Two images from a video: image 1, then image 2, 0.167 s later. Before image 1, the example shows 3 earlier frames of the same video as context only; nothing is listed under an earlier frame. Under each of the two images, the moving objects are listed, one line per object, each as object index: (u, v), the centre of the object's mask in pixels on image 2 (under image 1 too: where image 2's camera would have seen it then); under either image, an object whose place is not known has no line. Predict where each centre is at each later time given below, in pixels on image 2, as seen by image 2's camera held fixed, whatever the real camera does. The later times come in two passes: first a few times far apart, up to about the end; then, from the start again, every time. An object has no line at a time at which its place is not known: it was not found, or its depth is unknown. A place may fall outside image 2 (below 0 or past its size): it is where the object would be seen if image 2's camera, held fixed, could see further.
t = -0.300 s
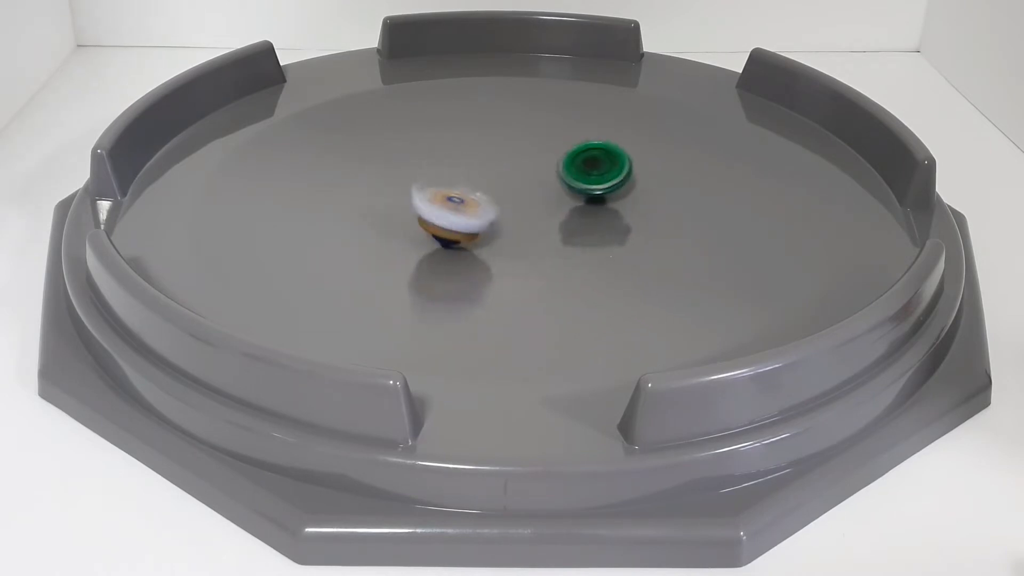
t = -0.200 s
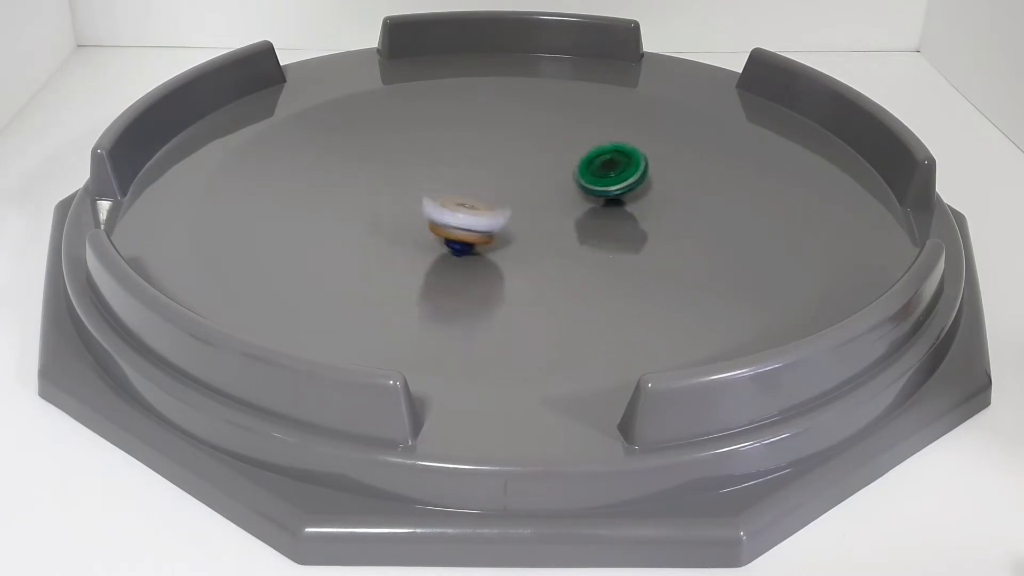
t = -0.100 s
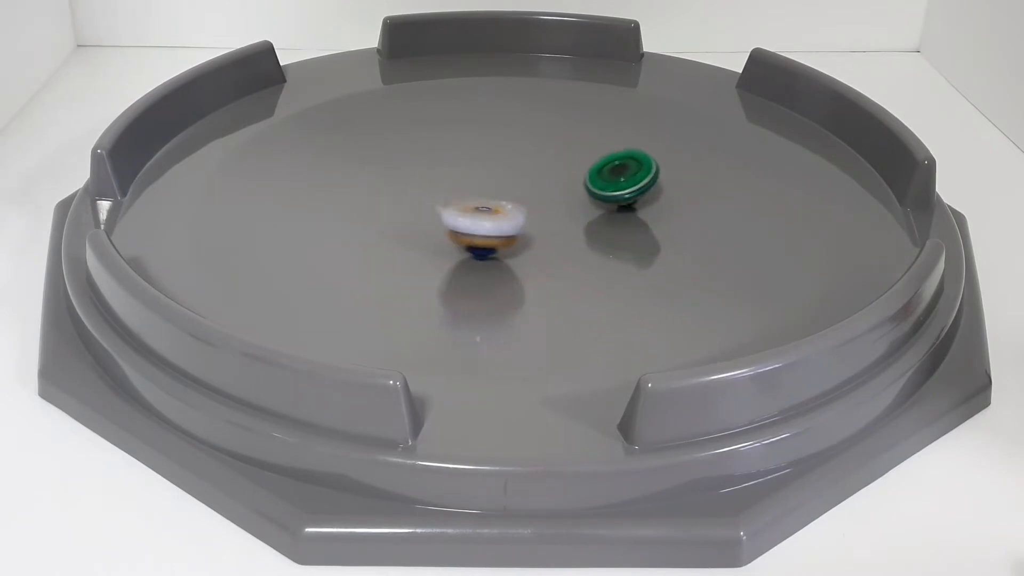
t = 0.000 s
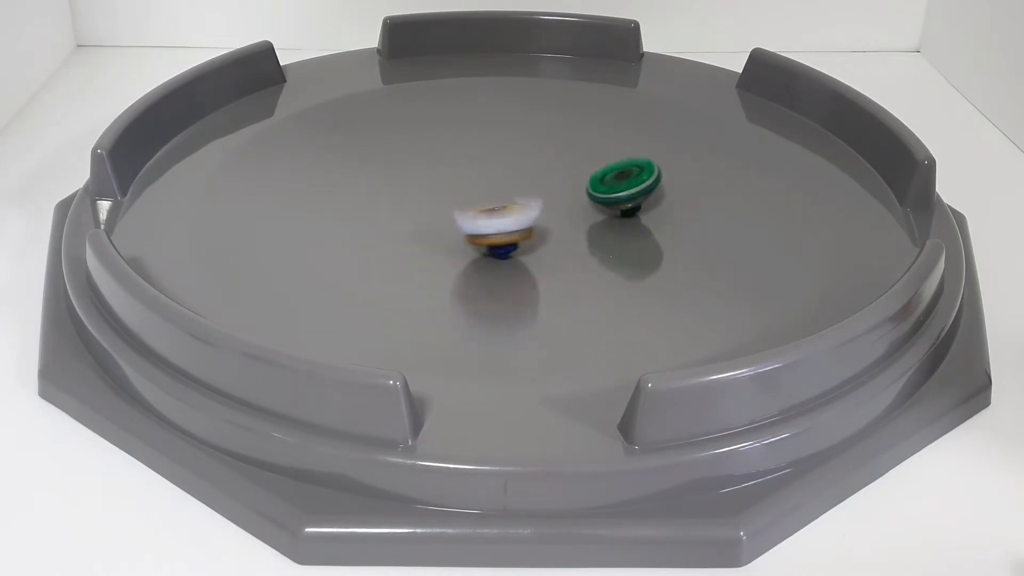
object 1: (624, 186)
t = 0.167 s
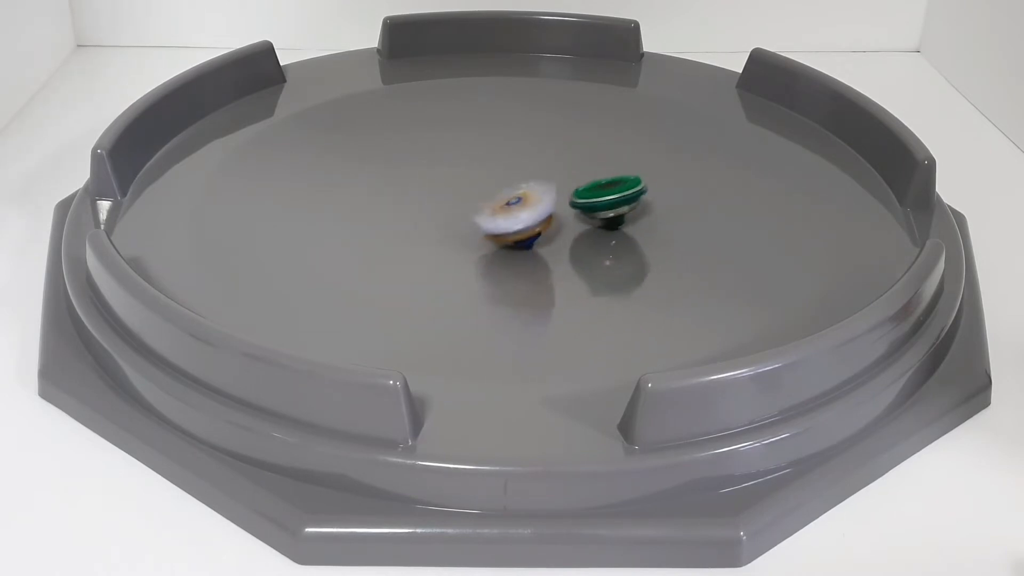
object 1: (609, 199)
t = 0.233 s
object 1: (598, 203)
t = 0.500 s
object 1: (570, 191)
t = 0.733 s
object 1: (553, 173)
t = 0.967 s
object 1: (525, 163)
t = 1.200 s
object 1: (493, 170)
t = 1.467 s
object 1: (460, 186)
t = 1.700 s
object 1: (464, 200)
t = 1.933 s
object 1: (491, 213)
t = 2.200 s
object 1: (520, 229)
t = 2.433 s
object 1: (540, 238)
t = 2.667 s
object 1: (546, 241)
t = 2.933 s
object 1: (540, 237)
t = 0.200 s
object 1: (604, 201)
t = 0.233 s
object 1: (598, 203)
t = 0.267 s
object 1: (593, 204)
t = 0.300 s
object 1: (589, 204)
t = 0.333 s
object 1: (585, 202)
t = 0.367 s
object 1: (582, 201)
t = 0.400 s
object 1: (578, 199)
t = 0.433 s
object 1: (576, 197)
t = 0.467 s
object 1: (573, 194)
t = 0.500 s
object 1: (570, 191)
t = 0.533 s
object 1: (569, 188)
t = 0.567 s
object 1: (567, 186)
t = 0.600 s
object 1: (564, 184)
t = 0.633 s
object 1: (561, 181)
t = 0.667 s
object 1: (559, 178)
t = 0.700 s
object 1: (557, 176)
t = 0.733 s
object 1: (553, 173)
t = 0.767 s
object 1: (550, 171)
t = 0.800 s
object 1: (547, 169)
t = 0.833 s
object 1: (543, 167)
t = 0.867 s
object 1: (538, 165)
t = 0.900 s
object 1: (534, 164)
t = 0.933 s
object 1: (528, 163)
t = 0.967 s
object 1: (525, 163)
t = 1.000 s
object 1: (519, 163)
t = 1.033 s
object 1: (516, 163)
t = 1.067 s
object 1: (511, 164)
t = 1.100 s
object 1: (506, 165)
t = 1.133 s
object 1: (502, 166)
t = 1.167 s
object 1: (496, 168)
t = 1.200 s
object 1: (493, 170)
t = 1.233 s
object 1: (488, 171)
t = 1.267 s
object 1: (484, 173)
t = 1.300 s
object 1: (480, 176)
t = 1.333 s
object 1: (475, 178)
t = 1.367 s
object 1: (471, 180)
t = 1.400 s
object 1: (468, 181)
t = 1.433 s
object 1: (464, 184)
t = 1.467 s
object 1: (460, 186)
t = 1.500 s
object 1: (458, 187)
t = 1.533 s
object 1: (453, 190)
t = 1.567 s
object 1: (453, 192)
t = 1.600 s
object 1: (454, 194)
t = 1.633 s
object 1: (457, 196)
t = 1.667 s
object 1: (459, 198)
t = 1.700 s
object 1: (464, 200)
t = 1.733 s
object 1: (467, 202)
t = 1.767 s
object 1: (470, 204)
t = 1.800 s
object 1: (474, 206)
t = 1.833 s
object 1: (479, 208)
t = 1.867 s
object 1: (484, 210)
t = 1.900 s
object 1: (486, 211)
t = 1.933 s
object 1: (491, 213)
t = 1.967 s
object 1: (495, 215)
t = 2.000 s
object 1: (499, 217)
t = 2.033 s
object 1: (502, 219)
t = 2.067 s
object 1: (506, 221)
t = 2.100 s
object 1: (510, 222)
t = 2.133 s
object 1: (514, 225)
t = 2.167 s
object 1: (517, 227)
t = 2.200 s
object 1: (520, 229)
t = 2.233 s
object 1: (524, 230)
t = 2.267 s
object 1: (528, 232)
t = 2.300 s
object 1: (531, 234)
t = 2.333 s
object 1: (535, 235)
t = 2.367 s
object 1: (536, 237)
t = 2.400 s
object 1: (539, 237)
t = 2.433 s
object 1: (540, 238)
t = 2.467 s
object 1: (543, 239)
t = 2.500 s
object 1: (544, 239)
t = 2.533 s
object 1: (543, 240)
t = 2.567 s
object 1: (546, 240)
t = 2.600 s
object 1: (544, 241)
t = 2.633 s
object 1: (545, 241)
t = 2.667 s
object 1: (546, 241)
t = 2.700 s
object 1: (543, 241)
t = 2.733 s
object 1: (545, 240)
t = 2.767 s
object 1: (543, 240)
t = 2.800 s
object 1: (543, 240)
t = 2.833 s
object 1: (543, 239)
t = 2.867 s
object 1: (541, 239)
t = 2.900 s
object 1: (542, 237)
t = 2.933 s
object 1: (540, 237)
